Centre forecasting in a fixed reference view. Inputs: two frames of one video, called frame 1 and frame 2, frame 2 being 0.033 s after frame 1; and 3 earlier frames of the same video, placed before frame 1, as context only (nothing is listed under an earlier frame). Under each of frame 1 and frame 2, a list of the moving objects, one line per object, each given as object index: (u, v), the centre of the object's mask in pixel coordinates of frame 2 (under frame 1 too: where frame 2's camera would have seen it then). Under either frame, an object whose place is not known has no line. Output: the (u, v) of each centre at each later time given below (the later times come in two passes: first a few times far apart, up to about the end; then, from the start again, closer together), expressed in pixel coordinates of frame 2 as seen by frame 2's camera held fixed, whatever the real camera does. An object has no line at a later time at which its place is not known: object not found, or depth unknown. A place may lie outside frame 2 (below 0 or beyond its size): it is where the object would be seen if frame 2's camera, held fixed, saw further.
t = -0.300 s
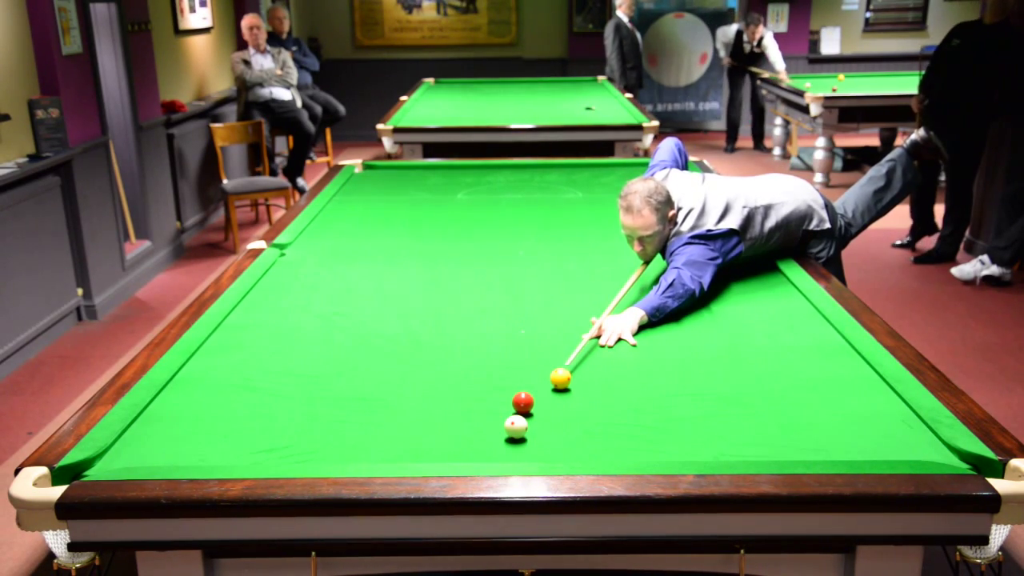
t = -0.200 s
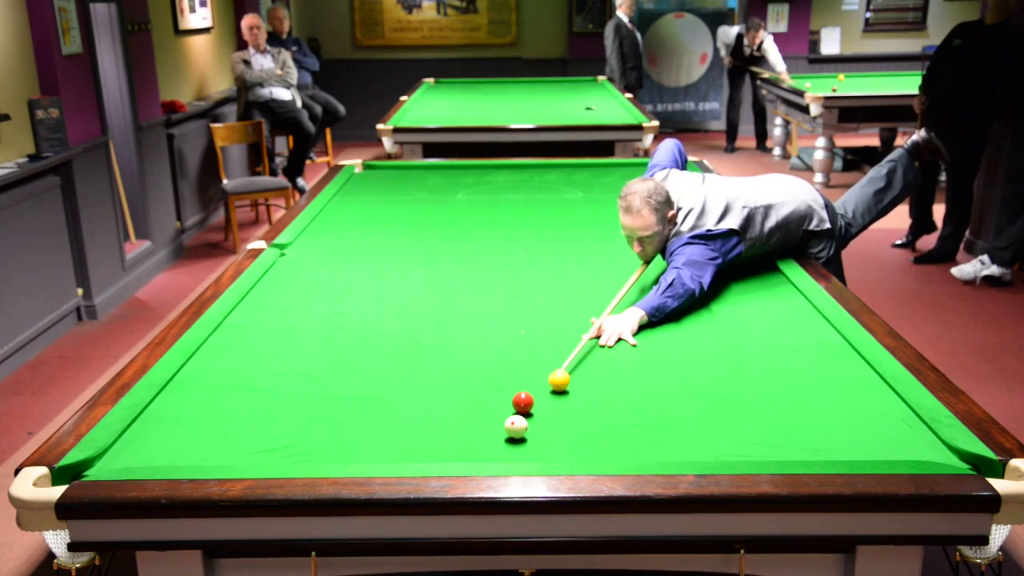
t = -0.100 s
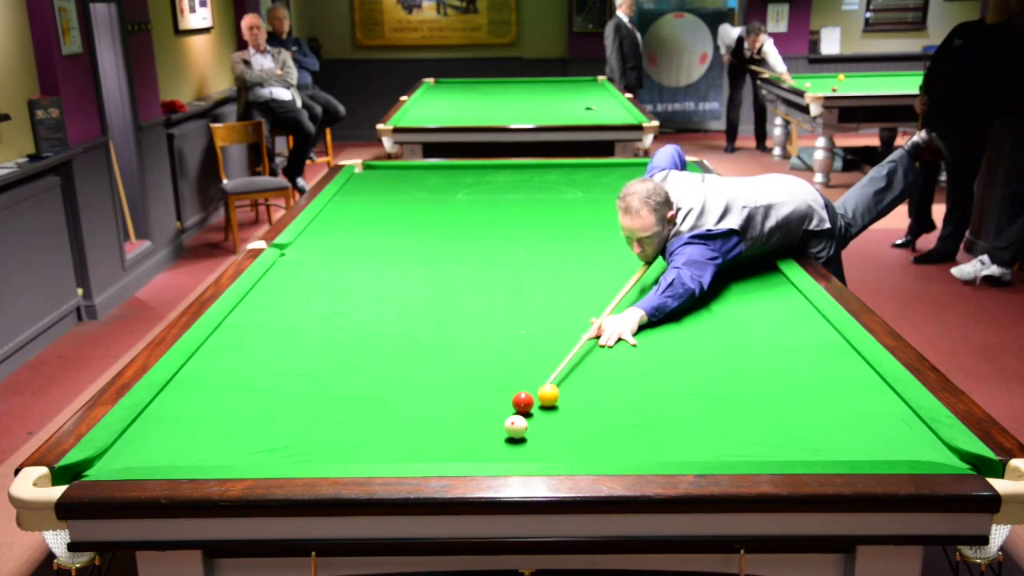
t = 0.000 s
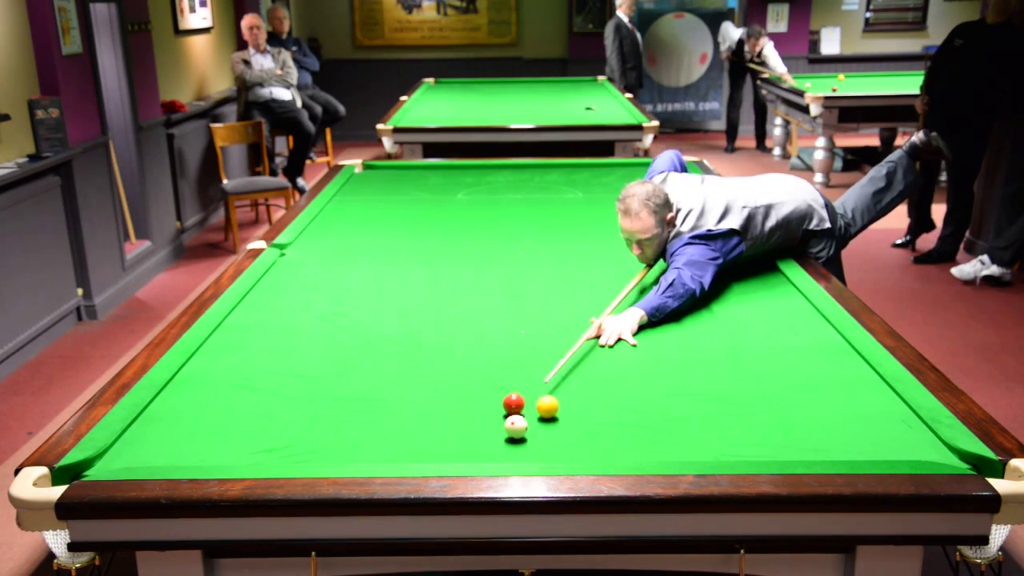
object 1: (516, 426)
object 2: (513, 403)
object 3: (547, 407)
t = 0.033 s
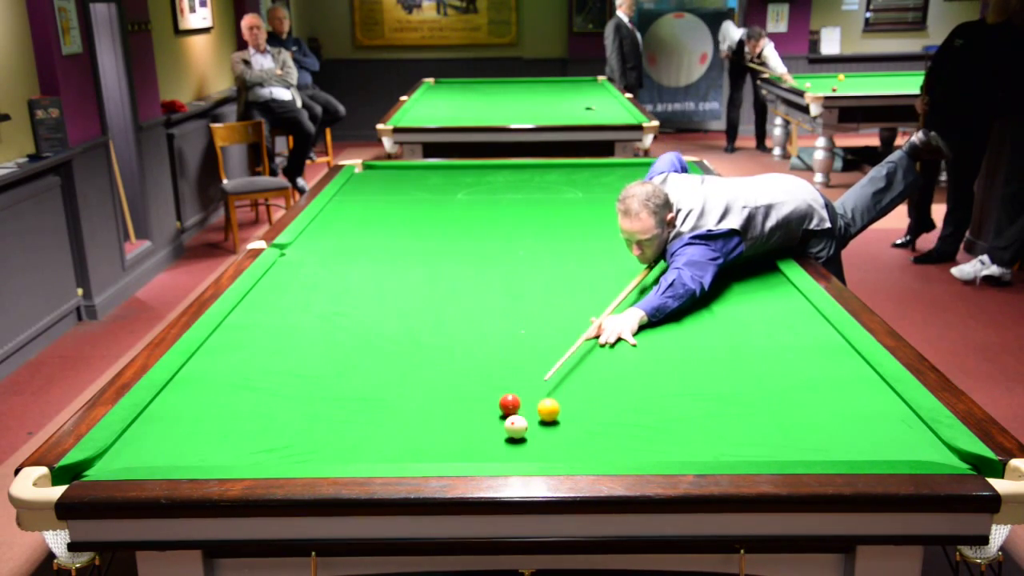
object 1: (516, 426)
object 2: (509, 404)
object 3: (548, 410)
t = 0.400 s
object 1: (516, 426)
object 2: (468, 410)
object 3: (560, 449)
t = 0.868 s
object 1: (516, 426)
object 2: (421, 418)
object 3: (545, 439)
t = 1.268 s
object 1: (507, 425)
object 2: (386, 423)
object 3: (541, 422)
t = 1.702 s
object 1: (494, 424)
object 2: (353, 428)
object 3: (547, 410)
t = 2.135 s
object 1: (488, 424)
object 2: (327, 431)
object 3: (551, 401)
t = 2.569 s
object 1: (488, 425)
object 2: (307, 435)
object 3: (553, 396)
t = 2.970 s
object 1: (487, 425)
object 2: (295, 436)
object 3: (553, 394)
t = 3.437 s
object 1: (487, 425)
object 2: (289, 437)
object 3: (553, 394)
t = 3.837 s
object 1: (488, 425)
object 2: (288, 438)
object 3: (553, 394)
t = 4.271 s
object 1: (488, 425)
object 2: (288, 438)
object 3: (553, 394)
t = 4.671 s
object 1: (487, 425)
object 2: (288, 438)
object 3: (553, 394)
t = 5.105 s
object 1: (488, 425)
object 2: (288, 438)
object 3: (553, 394)
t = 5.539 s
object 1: (487, 425)
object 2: (288, 438)
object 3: (553, 394)
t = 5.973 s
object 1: (488, 425)
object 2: (288, 438)
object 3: (553, 394)
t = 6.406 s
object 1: (487, 425)
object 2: (288, 438)
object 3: (553, 394)
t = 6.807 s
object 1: (487, 425)
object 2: (288, 438)
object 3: (553, 394)
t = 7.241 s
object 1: (488, 425)
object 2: (288, 438)
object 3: (553, 394)
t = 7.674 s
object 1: (488, 425)
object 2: (288, 438)
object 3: (553, 394)
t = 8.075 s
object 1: (487, 425)
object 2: (288, 438)
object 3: (553, 394)
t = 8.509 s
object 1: (487, 425)
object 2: (288, 438)
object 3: (553, 394)
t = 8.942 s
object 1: (487, 425)
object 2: (288, 438)
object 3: (553, 394)
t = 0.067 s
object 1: (516, 426)
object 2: (505, 405)
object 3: (549, 413)
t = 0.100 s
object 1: (516, 426)
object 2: (502, 406)
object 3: (550, 416)
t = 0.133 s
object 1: (516, 426)
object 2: (498, 406)
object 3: (551, 420)
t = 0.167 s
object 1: (516, 426)
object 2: (494, 407)
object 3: (552, 423)
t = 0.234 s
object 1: (516, 426)
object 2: (487, 408)
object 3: (554, 431)
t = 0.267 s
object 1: (516, 426)
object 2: (483, 409)
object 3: (555, 434)
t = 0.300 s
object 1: (516, 426)
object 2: (479, 409)
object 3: (557, 438)
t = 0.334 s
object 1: (516, 426)
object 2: (476, 410)
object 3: (557, 442)
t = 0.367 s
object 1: (516, 426)
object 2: (472, 410)
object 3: (559, 445)
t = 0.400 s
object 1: (516, 426)
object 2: (468, 410)
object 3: (560, 449)
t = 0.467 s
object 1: (516, 426)
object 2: (461, 412)
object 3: (562, 453)
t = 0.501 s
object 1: (516, 426)
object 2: (458, 412)
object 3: (563, 455)
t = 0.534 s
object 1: (516, 426)
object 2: (454, 413)
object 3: (561, 454)
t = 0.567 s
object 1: (516, 426)
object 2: (451, 413)
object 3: (559, 453)
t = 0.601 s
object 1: (516, 426)
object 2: (447, 414)
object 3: (557, 451)
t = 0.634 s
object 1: (516, 426)
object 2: (444, 414)
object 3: (555, 450)
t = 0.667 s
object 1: (516, 426)
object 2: (441, 415)
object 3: (554, 449)
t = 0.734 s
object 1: (516, 426)
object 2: (434, 416)
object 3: (551, 446)
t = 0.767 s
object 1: (516, 426)
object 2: (431, 416)
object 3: (549, 444)
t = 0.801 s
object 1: (516, 426)
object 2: (428, 417)
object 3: (548, 442)
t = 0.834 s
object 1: (516, 426)
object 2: (425, 418)
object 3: (546, 440)
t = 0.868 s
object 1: (516, 426)
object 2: (421, 418)
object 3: (545, 439)
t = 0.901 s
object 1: (516, 426)
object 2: (418, 418)
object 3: (544, 437)
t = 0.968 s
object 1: (516, 426)
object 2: (412, 419)
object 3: (541, 434)
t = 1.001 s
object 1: (516, 426)
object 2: (409, 420)
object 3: (539, 432)
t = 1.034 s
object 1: (515, 426)
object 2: (406, 420)
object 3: (538, 430)
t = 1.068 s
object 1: (514, 426)
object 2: (403, 421)
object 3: (538, 429)
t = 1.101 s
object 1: (513, 426)
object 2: (400, 421)
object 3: (539, 428)
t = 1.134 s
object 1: (512, 426)
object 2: (397, 421)
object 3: (539, 427)
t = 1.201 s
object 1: (509, 425)
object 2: (392, 422)
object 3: (541, 424)
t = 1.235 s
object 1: (508, 425)
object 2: (389, 422)
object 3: (541, 423)
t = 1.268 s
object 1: (507, 425)
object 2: (386, 423)
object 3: (541, 422)
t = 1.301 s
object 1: (505, 425)
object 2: (383, 423)
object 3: (542, 421)
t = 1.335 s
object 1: (504, 425)
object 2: (381, 424)
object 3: (542, 420)
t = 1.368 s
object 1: (503, 425)
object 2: (378, 424)
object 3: (543, 419)
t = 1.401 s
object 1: (502, 425)
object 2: (375, 424)
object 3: (543, 418)
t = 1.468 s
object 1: (500, 425)
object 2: (370, 425)
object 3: (544, 416)
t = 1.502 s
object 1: (499, 425)
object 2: (368, 426)
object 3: (545, 415)
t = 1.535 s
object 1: (498, 424)
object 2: (365, 426)
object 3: (545, 414)
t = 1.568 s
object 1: (497, 424)
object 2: (363, 426)
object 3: (546, 413)
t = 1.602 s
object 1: (497, 424)
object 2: (360, 427)
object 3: (546, 412)
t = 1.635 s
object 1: (496, 424)
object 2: (358, 427)
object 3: (546, 411)
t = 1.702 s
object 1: (494, 424)
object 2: (353, 428)
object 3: (547, 410)
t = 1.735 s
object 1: (494, 424)
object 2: (351, 428)
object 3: (547, 409)
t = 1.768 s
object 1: (493, 424)
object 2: (349, 428)
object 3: (548, 408)
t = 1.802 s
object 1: (492, 424)
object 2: (347, 428)
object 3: (548, 408)
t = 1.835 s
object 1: (492, 424)
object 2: (344, 429)
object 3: (548, 407)
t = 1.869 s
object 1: (491, 424)
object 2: (342, 429)
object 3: (549, 406)
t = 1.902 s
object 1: (491, 424)
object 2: (340, 430)
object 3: (549, 405)
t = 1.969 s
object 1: (490, 424)
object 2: (336, 430)
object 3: (550, 404)
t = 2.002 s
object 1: (490, 424)
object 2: (334, 430)
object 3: (550, 403)
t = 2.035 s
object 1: (489, 424)
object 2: (332, 430)
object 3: (550, 403)
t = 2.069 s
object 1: (489, 424)
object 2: (330, 431)
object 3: (550, 402)
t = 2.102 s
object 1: (488, 424)
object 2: (329, 431)
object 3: (551, 402)
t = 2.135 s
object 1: (488, 424)
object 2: (327, 431)
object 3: (551, 401)
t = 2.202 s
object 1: (488, 424)
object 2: (323, 432)
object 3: (551, 400)
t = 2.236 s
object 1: (488, 424)
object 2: (322, 432)
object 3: (551, 400)
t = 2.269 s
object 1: (488, 425)
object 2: (320, 433)
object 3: (552, 399)
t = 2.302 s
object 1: (488, 424)
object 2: (319, 433)
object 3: (552, 399)
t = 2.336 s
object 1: (488, 424)
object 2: (317, 433)
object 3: (552, 398)
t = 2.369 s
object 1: (488, 424)
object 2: (316, 433)
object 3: (552, 398)
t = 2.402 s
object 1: (488, 425)
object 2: (314, 434)
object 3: (552, 398)
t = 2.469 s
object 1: (488, 425)
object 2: (311, 434)
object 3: (552, 397)
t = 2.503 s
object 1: (488, 425)
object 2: (310, 434)
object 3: (553, 396)
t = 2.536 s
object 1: (488, 425)
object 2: (309, 434)
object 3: (553, 396)
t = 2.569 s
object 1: (488, 425)
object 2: (307, 435)
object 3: (553, 396)
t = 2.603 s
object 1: (488, 425)
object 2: (306, 435)
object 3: (553, 396)
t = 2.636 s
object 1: (488, 425)
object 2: (305, 435)
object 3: (553, 395)
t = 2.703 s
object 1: (488, 425)
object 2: (303, 435)
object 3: (553, 395)
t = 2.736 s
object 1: (488, 425)
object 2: (302, 435)
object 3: (553, 395)
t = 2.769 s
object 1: (487, 425)
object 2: (301, 436)
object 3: (553, 395)
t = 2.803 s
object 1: (487, 425)
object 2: (300, 436)
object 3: (553, 394)
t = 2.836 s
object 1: (487, 425)
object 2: (299, 436)
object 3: (553, 394)
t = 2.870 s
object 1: (487, 425)
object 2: (298, 436)
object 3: (553, 394)
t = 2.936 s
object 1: (488, 425)
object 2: (296, 436)
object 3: (553, 394)
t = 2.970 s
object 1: (487, 425)
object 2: (295, 436)
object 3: (553, 394)
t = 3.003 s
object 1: (487, 425)
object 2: (294, 436)
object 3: (553, 394)
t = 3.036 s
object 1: (487, 425)
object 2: (294, 436)
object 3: (553, 394)
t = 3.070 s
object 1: (488, 425)
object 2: (293, 437)
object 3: (553, 394)
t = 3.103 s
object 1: (488, 425)
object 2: (292, 437)
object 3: (553, 394)
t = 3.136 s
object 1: (488, 425)
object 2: (292, 437)
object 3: (553, 394)
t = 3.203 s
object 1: (488, 425)
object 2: (291, 437)
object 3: (553, 394)
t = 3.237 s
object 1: (488, 425)
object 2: (290, 437)
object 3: (553, 394)
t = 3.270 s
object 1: (488, 425)
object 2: (290, 437)
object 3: (553, 394)
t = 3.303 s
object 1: (488, 425)
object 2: (290, 437)
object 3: (553, 394)
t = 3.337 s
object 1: (487, 425)
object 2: (289, 437)
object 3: (553, 394)
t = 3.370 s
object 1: (488, 425)
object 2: (289, 437)
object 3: (553, 394)
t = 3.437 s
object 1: (487, 425)
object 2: (289, 437)
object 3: (553, 394)
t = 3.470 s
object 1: (487, 425)
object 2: (289, 437)
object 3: (553, 394)
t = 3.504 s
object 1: (487, 425)
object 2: (289, 437)
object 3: (553, 394)
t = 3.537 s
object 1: (487, 425)
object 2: (288, 438)
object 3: (553, 394)
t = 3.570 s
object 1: (487, 425)
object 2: (288, 438)
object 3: (553, 394)
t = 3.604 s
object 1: (487, 425)
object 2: (288, 438)
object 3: (553, 394)
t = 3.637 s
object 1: (487, 425)
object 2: (288, 438)
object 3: (553, 394)
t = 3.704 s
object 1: (487, 425)
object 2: (288, 438)
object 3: (553, 394)
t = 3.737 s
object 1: (488, 425)
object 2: (288, 438)
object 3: (553, 394)
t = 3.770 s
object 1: (488, 425)
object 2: (288, 438)
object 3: (553, 394)
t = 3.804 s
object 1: (488, 425)
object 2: (288, 438)
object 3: (553, 394)
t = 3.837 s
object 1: (488, 425)
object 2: (288, 438)
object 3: (553, 394)
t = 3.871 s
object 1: (488, 425)
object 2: (288, 438)
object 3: (553, 394)
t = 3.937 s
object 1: (488, 425)
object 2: (288, 438)
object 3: (553, 394)
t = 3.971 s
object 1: (488, 425)
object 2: (288, 438)
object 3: (553, 394)
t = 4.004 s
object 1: (488, 425)
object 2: (288, 438)
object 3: (553, 394)
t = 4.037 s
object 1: (488, 425)
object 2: (288, 438)
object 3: (553, 394)
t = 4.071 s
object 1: (488, 425)
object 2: (288, 438)
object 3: (553, 394)
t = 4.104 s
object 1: (488, 425)
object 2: (288, 438)
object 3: (553, 394)
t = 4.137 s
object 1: (488, 425)
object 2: (288, 438)
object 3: (553, 394)
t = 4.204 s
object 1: (488, 425)
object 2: (288, 438)
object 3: (553, 394)
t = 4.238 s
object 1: (488, 425)
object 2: (288, 438)
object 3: (553, 394)
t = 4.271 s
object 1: (488, 425)
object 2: (288, 438)
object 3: (553, 394)
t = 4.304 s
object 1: (488, 425)
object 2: (288, 438)
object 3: (553, 394)
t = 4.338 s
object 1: (488, 425)
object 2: (288, 438)
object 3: (553, 394)
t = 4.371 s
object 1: (488, 425)
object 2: (288, 438)
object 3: (553, 394)
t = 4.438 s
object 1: (488, 425)
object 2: (288, 438)
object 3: (553, 394)
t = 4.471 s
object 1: (487, 425)
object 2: (288, 438)
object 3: (553, 394)
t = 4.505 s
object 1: (487, 425)
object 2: (288, 438)
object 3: (553, 394)
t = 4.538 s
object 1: (487, 425)
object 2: (288, 438)
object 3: (553, 394)
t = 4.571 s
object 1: (487, 425)
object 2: (288, 438)
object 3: (553, 394)
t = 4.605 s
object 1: (487, 425)
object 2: (288, 438)
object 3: (553, 394)
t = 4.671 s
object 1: (487, 425)
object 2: (288, 438)
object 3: (553, 394)
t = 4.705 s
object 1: (488, 425)
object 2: (288, 438)
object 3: (553, 394)
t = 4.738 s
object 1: (487, 425)
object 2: (288, 438)
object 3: (553, 394)
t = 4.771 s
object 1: (487, 425)
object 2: (288, 438)
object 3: (553, 394)
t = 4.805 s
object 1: (487, 425)
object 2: (288, 438)
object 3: (553, 394)
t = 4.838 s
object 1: (488, 425)
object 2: (288, 438)
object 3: (553, 394)
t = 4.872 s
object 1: (488, 425)
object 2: (288, 438)
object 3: (553, 394)
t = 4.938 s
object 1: (488, 425)
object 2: (288, 438)
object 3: (553, 394)
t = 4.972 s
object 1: (487, 425)
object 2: (288, 438)
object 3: (553, 394)
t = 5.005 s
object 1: (487, 425)
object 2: (288, 438)
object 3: (553, 394)
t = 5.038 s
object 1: (488, 425)
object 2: (288, 438)
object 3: (553, 394)
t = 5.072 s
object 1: (488, 425)
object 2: (288, 438)
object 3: (553, 394)
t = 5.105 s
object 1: (488, 425)
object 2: (288, 438)
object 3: (553, 394)
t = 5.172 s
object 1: (488, 425)
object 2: (288, 438)
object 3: (553, 394)
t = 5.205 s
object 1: (488, 425)
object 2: (288, 438)
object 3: (553, 394)
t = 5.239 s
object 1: (488, 425)
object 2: (288, 438)
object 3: (553, 394)
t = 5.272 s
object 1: (488, 425)
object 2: (288, 438)
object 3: (553, 394)
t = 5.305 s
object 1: (488, 425)
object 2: (288, 438)
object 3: (553, 394)
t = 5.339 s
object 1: (488, 425)
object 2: (288, 438)
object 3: (553, 394)
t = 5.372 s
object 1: (488, 425)
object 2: (288, 438)
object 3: (553, 394)
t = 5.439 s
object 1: (488, 425)
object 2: (288, 438)
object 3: (553, 394)
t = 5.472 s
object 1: (487, 425)
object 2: (288, 438)
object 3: (553, 394)
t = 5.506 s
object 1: (487, 425)
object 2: (288, 438)
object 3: (553, 394)
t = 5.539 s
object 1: (487, 425)
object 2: (288, 438)
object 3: (553, 394)
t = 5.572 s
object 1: (487, 425)
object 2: (288, 438)
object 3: (553, 394)
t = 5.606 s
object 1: (487, 425)
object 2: (288, 438)
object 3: (553, 394)
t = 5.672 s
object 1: (487, 425)
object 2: (288, 438)
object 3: (553, 394)
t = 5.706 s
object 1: (487, 425)
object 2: (288, 438)
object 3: (553, 394)
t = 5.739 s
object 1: (487, 425)
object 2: (288, 438)
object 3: (553, 394)
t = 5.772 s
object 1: (488, 425)
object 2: (288, 438)
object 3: (553, 394)
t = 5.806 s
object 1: (487, 425)
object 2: (288, 438)
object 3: (553, 394)
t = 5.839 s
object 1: (487, 425)
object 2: (288, 438)
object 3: (553, 394)
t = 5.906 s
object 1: (487, 425)
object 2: (288, 438)
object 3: (553, 394)
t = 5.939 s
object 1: (488, 425)
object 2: (288, 438)
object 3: (553, 394)
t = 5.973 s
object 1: (488, 425)
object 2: (288, 438)
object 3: (553, 394)
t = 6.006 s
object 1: (487, 425)
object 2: (288, 438)
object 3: (553, 394)
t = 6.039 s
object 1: (487, 425)
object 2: (288, 438)
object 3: (553, 394)
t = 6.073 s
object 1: (487, 425)
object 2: (288, 438)
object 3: (553, 394)
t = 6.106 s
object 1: (487, 425)
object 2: (288, 438)
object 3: (553, 394)
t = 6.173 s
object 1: (487, 425)
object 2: (288, 438)
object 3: (553, 394)
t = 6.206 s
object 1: (487, 425)
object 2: (288, 438)
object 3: (553, 394)
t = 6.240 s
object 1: (487, 425)
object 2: (288, 438)
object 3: (553, 394)
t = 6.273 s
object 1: (487, 425)
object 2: (288, 438)
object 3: (553, 394)
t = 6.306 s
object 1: (487, 425)
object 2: (288, 438)
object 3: (553, 394)
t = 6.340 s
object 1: (487, 425)
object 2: (288, 438)
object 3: (553, 394)
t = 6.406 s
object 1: (487, 425)
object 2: (288, 438)
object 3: (553, 394)
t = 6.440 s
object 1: (487, 425)
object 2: (288, 438)
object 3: (553, 394)
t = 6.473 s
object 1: (487, 425)
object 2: (288, 438)
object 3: (553, 394)
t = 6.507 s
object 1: (487, 425)
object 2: (288, 438)
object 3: (553, 394)
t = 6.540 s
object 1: (487, 425)
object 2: (288, 438)
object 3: (553, 394)
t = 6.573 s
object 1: (487, 425)
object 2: (288, 438)
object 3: (553, 394)
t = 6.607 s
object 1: (487, 425)
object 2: (288, 438)
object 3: (553, 394)
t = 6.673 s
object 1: (487, 425)
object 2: (288, 438)
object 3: (553, 394)
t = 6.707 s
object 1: (487, 425)
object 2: (288, 438)
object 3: (553, 394)
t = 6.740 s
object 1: (487, 425)
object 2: (288, 438)
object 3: (553, 394)
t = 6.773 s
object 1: (488, 425)
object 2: (288, 438)
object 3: (553, 394)
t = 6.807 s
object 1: (487, 425)
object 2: (288, 438)
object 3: (553, 394)
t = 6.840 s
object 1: (487, 425)
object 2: (288, 438)
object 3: (553, 394)
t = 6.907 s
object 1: (488, 425)
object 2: (288, 438)
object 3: (553, 394)
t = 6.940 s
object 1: (488, 425)
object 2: (288, 438)
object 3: (553, 394)
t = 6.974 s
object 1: (488, 425)
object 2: (288, 438)
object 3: (553, 394)
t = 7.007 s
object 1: (488, 425)
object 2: (288, 438)
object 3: (553, 394)
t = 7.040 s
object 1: (487, 425)
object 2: (288, 438)
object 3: (553, 394)
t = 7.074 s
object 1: (488, 425)
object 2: (288, 438)
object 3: (553, 394)
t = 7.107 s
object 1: (488, 425)
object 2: (288, 438)
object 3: (553, 394)
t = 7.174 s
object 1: (487, 425)
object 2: (288, 438)
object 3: (553, 394)
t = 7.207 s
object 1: (488, 425)
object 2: (288, 438)
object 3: (553, 394)
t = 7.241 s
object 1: (488, 425)
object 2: (288, 438)
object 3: (553, 394)
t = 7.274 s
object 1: (488, 425)
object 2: (288, 438)
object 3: (553, 394)
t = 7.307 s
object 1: (488, 425)
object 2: (288, 438)
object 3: (553, 394)
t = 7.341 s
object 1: (488, 425)
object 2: (288, 438)
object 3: (553, 394)
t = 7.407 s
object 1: (488, 425)
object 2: (288, 438)
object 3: (553, 394)
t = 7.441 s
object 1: (488, 425)
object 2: (288, 438)
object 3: (553, 394)
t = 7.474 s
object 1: (488, 425)
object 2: (288, 438)
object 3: (553, 394)
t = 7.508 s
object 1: (488, 425)
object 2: (288, 438)
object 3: (553, 394)
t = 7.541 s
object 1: (488, 425)
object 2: (288, 438)
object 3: (553, 394)
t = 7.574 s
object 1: (488, 425)
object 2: (288, 438)
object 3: (553, 394)
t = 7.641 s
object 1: (488, 425)
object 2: (288, 438)
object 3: (553, 394)
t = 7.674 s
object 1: (488, 425)
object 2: (288, 438)
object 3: (553, 394)
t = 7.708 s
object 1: (488, 425)
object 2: (288, 438)
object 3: (553, 394)
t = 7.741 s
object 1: (488, 425)
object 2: (288, 438)
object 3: (553, 394)
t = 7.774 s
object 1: (487, 425)
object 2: (288, 438)
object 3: (553, 394)
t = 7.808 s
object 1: (487, 425)
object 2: (288, 438)
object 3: (553, 394)
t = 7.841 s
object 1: (487, 425)
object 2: (288, 438)
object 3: (553, 394)
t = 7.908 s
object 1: (487, 425)
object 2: (288, 438)
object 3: (553, 394)
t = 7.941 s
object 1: (487, 425)
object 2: (288, 438)
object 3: (553, 394)
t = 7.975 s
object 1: (487, 425)
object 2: (288, 438)
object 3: (553, 394)
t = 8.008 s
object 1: (487, 425)
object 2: (288, 438)
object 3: (553, 394)
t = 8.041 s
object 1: (487, 425)
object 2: (288, 438)
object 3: (553, 394)
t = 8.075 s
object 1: (487, 425)
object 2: (288, 438)
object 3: (553, 394)
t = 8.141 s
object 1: (487, 425)
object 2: (288, 438)
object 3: (553, 394)
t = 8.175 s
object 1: (487, 425)
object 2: (288, 438)
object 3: (553, 394)
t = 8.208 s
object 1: (487, 425)
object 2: (288, 438)
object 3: (553, 394)
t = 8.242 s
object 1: (487, 425)
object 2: (288, 438)
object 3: (553, 394)
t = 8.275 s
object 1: (487, 425)
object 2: (288, 438)
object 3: (553, 394)
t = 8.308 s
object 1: (487, 425)
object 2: (288, 438)
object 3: (553, 394)
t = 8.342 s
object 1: (487, 425)
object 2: (288, 438)
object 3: (553, 394)
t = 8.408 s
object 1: (488, 425)
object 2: (288, 438)
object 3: (553, 394)
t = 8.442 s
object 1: (488, 425)
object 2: (288, 438)
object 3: (553, 394)
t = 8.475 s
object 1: (487, 425)
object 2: (288, 438)
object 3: (553, 394)
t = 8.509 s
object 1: (487, 425)
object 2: (288, 438)
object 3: (553, 394)
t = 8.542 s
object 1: (487, 425)
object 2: (288, 438)
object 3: (553, 394)
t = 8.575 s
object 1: (488, 425)
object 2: (288, 438)
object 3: (553, 394)
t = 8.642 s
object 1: (488, 425)
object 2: (288, 438)
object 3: (553, 394)
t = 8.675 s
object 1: (488, 425)
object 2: (288, 438)
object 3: (553, 394)
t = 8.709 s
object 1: (488, 425)
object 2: (288, 438)
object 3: (553, 394)
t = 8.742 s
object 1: (487, 425)
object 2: (288, 438)
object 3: (553, 394)
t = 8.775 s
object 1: (487, 425)
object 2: (288, 438)
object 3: (553, 394)
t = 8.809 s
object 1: (487, 425)
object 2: (288, 438)
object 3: (553, 394)
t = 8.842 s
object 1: (488, 425)
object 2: (288, 438)
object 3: (553, 394)
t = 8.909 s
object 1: (487, 425)
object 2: (288, 438)
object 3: (553, 394)
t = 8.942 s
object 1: (487, 425)
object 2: (288, 438)
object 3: (553, 394)
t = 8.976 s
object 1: (487, 425)
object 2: (288, 438)
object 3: (553, 394)
